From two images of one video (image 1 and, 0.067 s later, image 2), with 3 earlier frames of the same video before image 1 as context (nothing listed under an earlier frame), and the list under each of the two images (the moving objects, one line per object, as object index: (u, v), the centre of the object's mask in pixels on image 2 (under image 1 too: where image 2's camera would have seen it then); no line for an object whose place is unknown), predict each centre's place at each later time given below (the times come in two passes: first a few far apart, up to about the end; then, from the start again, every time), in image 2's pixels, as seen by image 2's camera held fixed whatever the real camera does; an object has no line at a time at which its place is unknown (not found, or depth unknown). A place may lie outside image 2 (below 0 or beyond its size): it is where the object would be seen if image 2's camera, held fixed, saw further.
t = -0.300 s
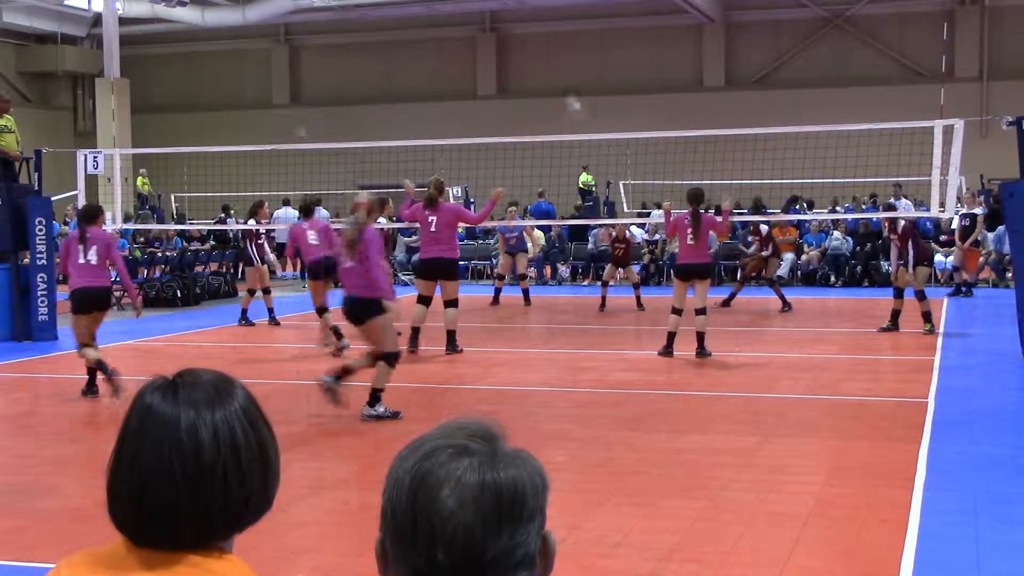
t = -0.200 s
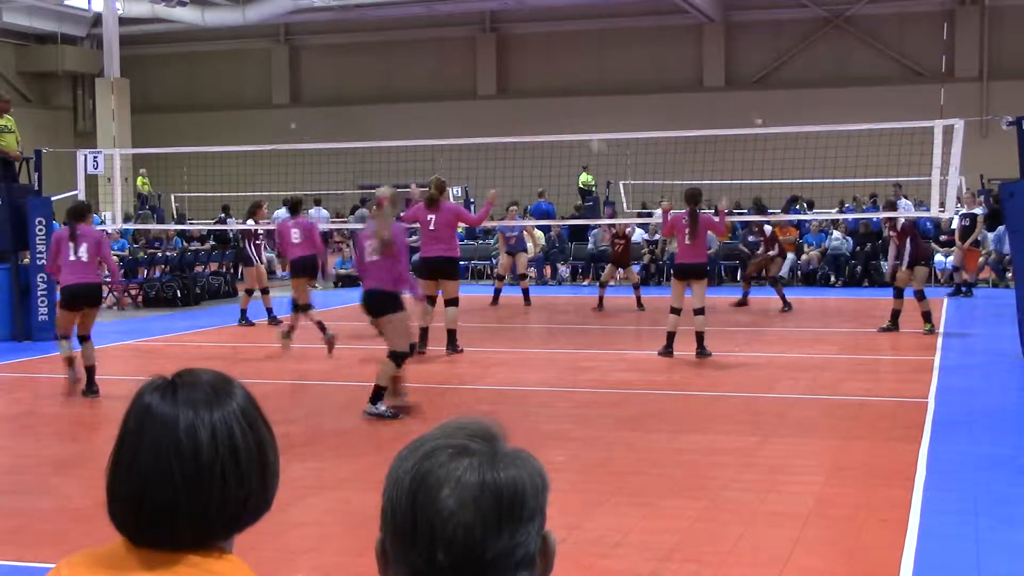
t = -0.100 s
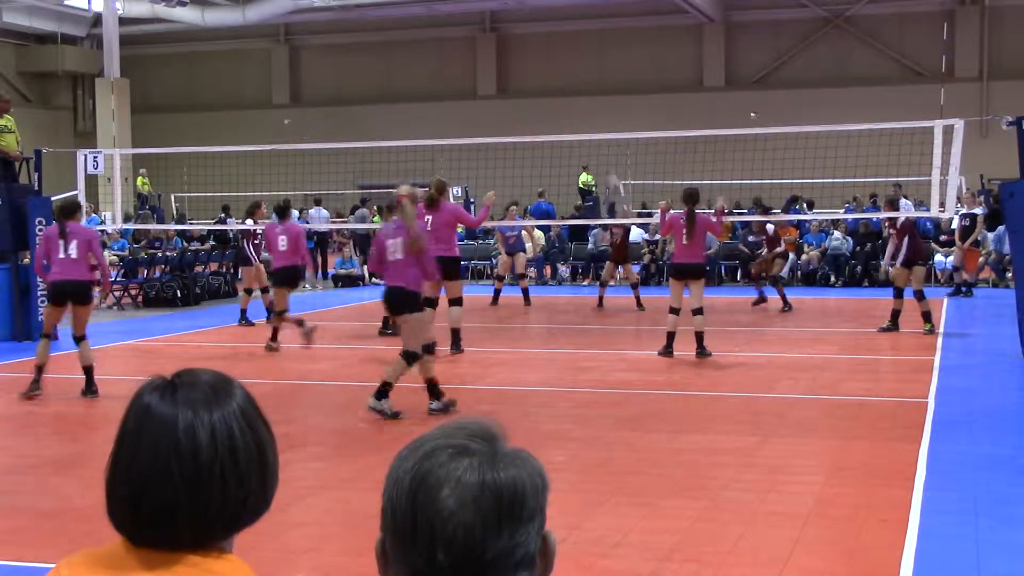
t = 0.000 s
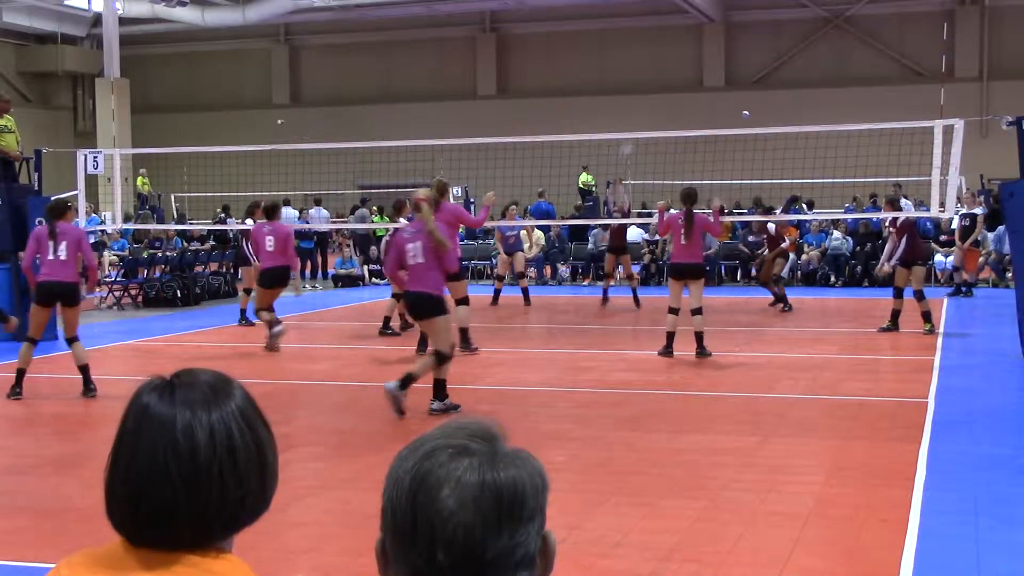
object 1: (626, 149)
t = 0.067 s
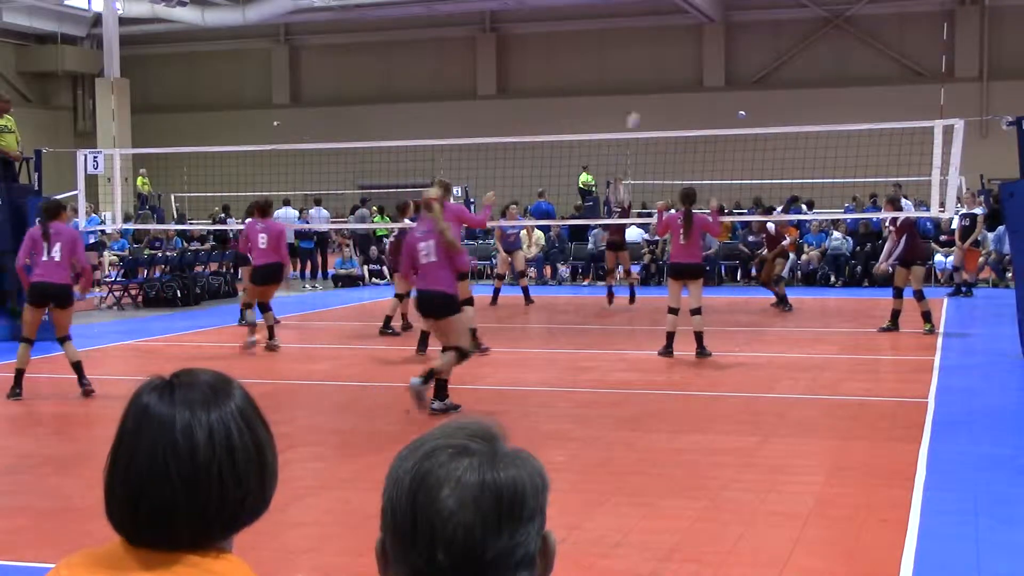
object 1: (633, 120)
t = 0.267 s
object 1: (654, 56)
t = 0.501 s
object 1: (676, 20)
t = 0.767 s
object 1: (701, 22)
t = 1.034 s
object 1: (724, 68)
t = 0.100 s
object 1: (637, 106)
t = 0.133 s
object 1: (640, 94)
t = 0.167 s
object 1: (644, 85)
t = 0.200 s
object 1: (647, 75)
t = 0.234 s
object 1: (651, 65)
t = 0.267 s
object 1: (654, 56)
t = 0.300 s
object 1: (657, 49)
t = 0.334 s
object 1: (660, 42)
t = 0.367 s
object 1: (664, 37)
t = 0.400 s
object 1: (666, 31)
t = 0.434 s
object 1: (670, 26)
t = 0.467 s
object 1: (674, 23)
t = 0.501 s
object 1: (676, 20)
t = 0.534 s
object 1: (680, 18)
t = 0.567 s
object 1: (683, 17)
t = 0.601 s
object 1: (686, 16)
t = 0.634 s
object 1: (689, 16)
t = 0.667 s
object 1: (692, 17)
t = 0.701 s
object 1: (696, 18)
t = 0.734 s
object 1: (698, 20)
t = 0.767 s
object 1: (701, 22)
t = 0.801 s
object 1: (705, 26)
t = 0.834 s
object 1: (707, 29)
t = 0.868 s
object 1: (710, 33)
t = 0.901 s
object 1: (712, 40)
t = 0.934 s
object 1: (716, 45)
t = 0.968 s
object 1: (719, 51)
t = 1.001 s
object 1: (722, 60)
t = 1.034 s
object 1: (724, 68)
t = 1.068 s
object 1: (727, 76)
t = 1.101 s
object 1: (729, 84)
